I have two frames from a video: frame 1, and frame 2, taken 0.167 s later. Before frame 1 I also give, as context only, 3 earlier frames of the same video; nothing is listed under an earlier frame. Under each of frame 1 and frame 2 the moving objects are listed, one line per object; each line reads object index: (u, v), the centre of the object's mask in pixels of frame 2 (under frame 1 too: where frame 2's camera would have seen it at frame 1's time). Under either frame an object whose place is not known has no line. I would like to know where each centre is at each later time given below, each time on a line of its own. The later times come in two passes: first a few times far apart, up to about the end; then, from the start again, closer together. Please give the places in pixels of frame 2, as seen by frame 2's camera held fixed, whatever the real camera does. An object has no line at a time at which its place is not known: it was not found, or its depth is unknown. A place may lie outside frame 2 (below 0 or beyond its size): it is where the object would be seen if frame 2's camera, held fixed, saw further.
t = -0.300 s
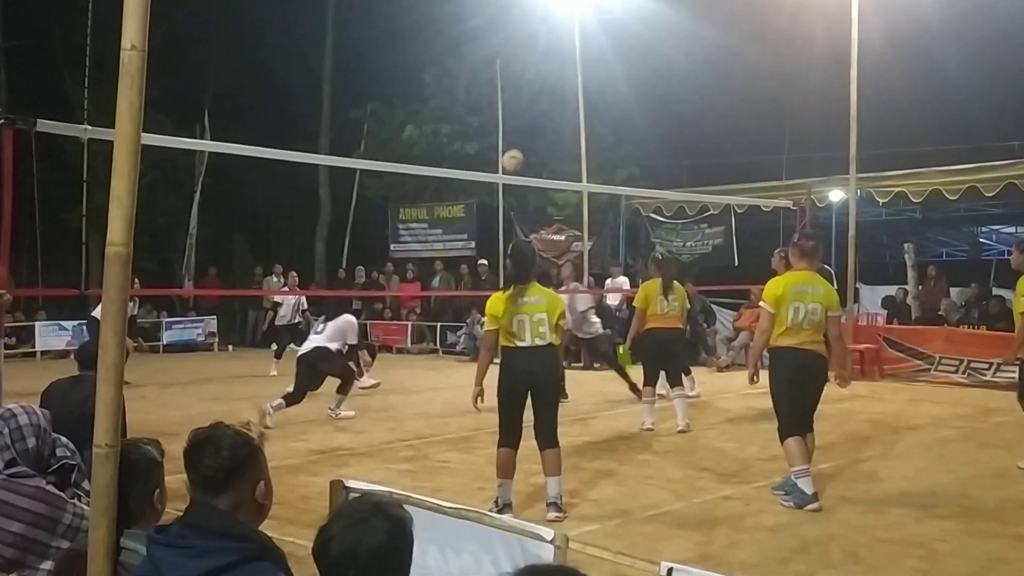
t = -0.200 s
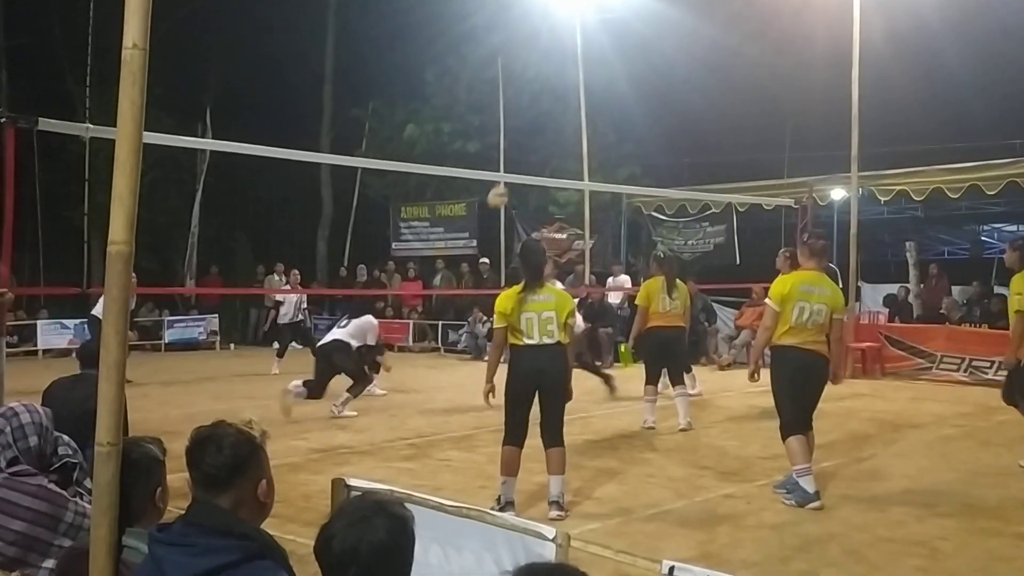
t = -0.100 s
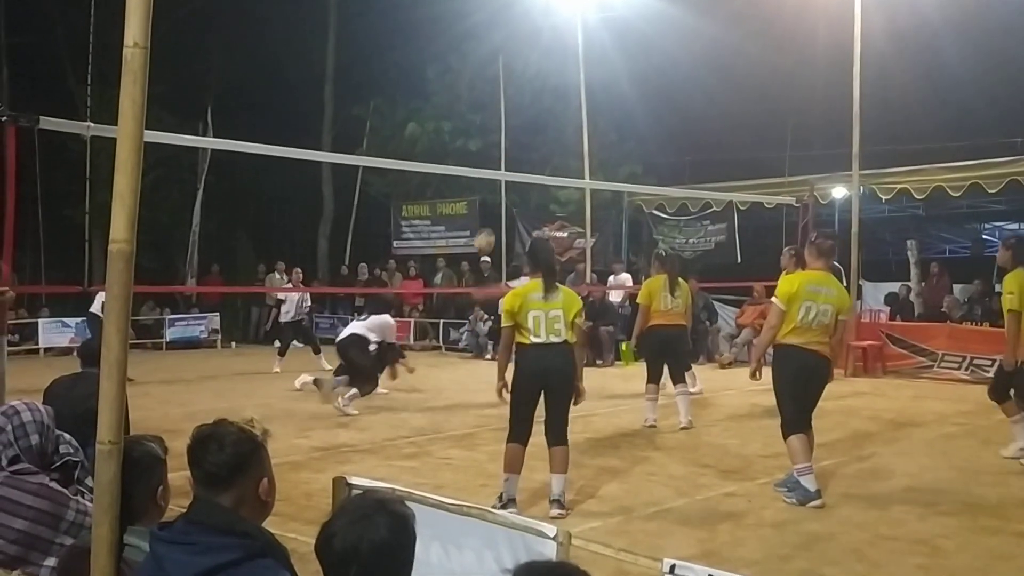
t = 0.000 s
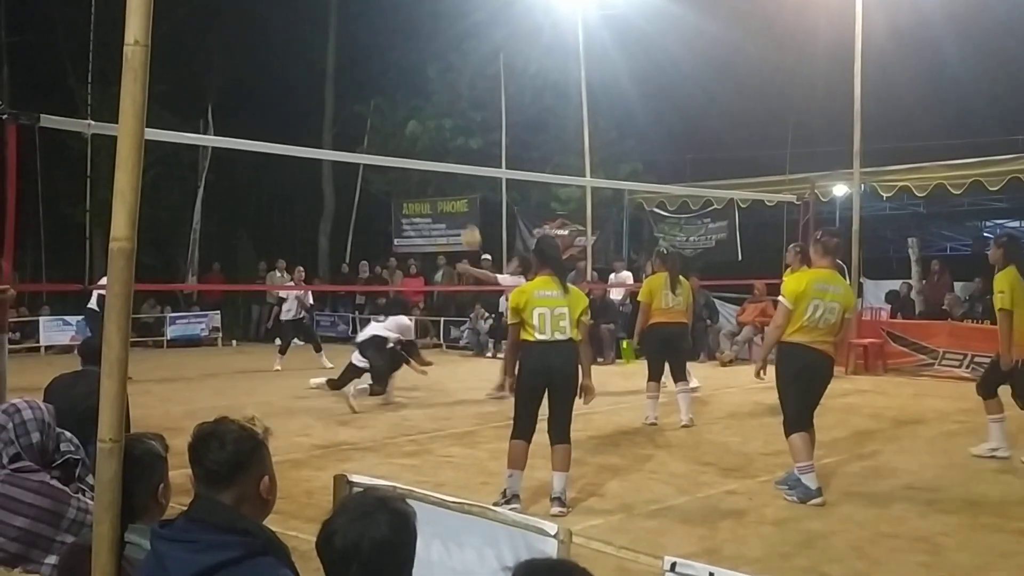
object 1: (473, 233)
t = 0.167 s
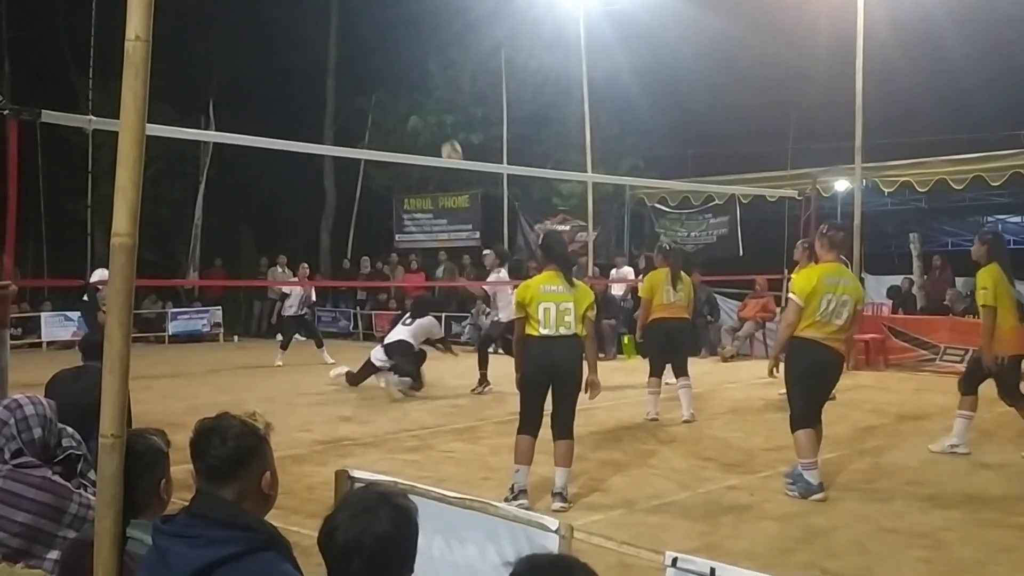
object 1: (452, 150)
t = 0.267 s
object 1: (439, 115)
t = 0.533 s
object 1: (406, 60)
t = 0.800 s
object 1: (371, 73)
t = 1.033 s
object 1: (340, 140)
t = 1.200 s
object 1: (317, 230)
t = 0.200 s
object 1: (448, 140)
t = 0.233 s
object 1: (443, 127)
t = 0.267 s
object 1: (439, 115)
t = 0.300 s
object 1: (435, 105)
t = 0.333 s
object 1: (431, 96)
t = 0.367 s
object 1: (427, 88)
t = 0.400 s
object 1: (423, 80)
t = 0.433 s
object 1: (418, 74)
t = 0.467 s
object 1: (415, 68)
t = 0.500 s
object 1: (410, 63)
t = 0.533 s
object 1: (406, 60)
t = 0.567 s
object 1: (402, 58)
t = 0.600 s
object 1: (398, 56)
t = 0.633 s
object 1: (393, 56)
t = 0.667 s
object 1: (389, 57)
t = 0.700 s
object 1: (385, 59)
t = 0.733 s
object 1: (381, 62)
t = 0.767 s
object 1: (376, 67)
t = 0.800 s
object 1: (371, 73)
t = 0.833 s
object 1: (367, 79)
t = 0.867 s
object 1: (363, 87)
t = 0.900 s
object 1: (358, 96)
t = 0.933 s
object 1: (353, 106)
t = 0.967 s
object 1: (349, 117)
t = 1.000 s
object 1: (344, 130)
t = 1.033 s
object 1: (340, 140)
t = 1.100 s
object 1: (331, 174)
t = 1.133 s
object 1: (326, 192)
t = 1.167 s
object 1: (322, 210)
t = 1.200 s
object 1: (317, 230)
